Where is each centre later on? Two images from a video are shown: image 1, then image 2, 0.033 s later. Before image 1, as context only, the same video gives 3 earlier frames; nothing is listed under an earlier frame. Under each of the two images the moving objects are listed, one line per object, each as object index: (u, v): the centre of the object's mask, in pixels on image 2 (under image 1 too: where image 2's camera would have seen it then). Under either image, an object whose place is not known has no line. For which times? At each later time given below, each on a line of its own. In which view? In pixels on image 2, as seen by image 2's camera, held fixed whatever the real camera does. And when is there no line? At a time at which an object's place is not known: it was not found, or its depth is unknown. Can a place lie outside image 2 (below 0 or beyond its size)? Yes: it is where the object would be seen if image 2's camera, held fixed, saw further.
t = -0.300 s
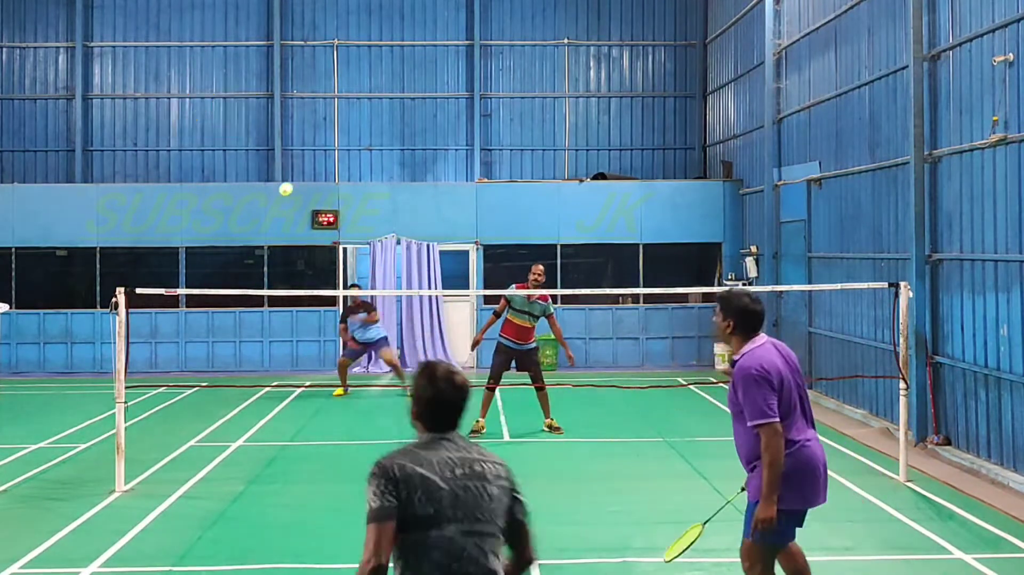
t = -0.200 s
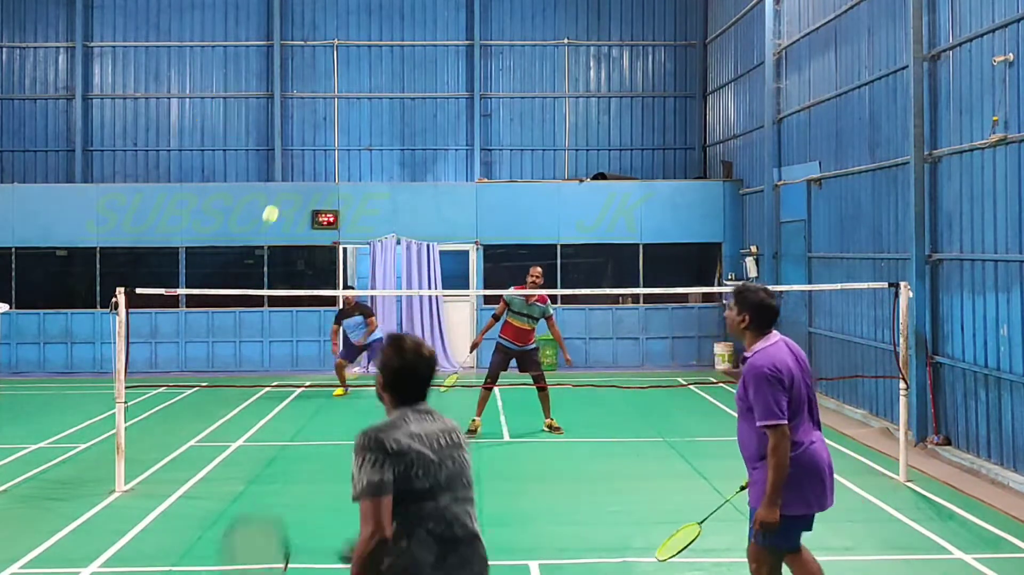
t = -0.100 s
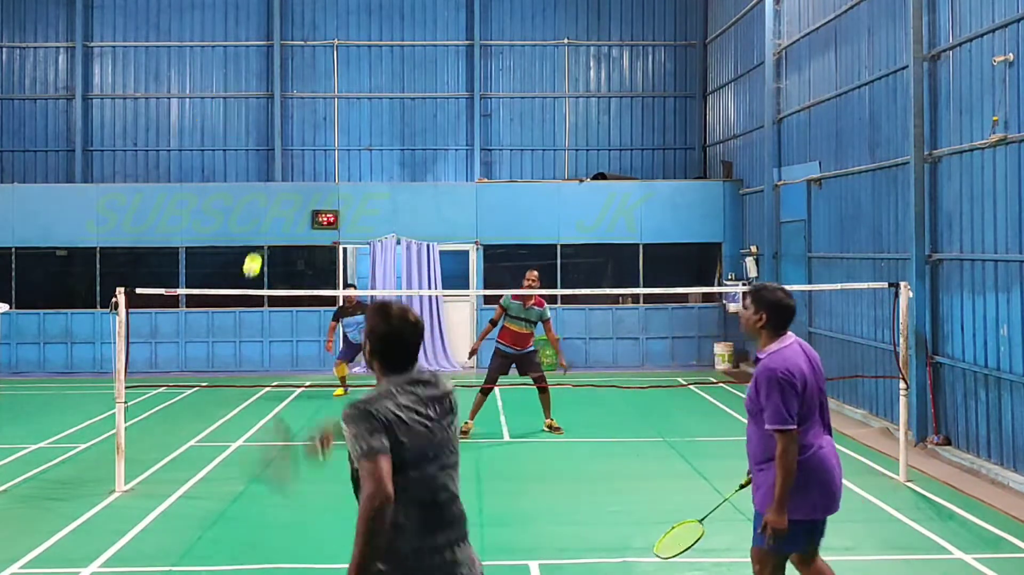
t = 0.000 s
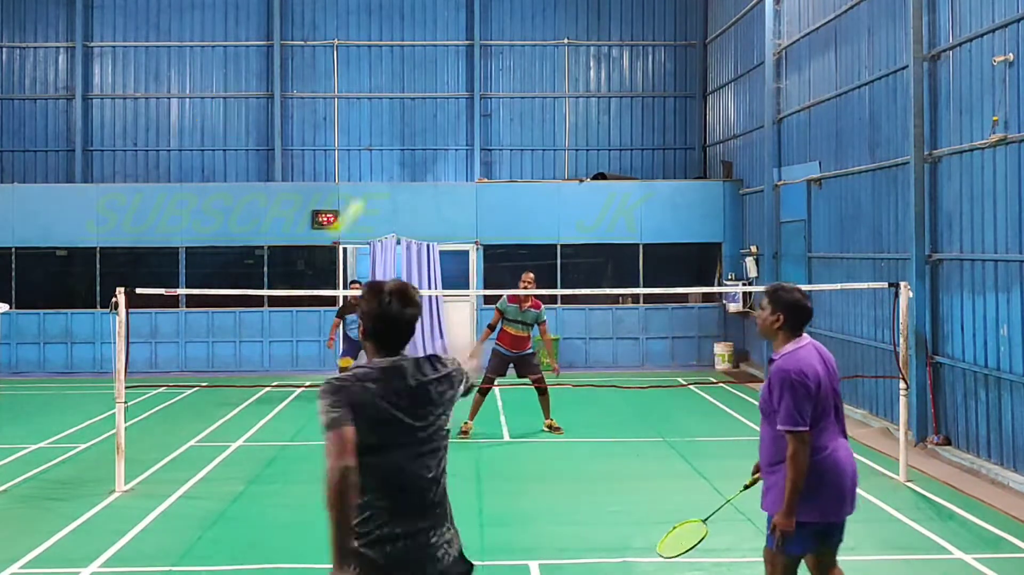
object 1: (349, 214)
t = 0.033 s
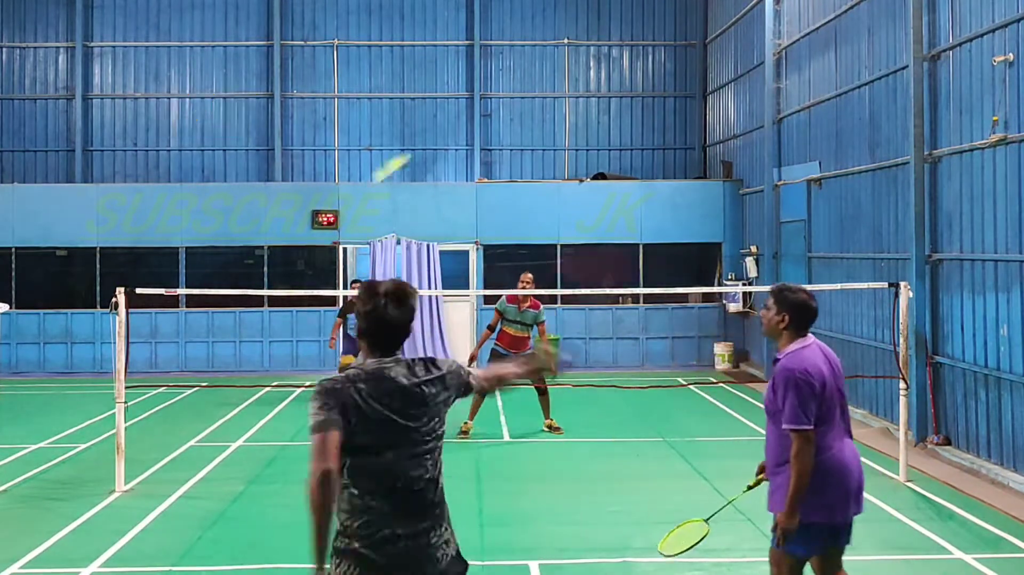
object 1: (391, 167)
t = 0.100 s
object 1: (463, 114)
